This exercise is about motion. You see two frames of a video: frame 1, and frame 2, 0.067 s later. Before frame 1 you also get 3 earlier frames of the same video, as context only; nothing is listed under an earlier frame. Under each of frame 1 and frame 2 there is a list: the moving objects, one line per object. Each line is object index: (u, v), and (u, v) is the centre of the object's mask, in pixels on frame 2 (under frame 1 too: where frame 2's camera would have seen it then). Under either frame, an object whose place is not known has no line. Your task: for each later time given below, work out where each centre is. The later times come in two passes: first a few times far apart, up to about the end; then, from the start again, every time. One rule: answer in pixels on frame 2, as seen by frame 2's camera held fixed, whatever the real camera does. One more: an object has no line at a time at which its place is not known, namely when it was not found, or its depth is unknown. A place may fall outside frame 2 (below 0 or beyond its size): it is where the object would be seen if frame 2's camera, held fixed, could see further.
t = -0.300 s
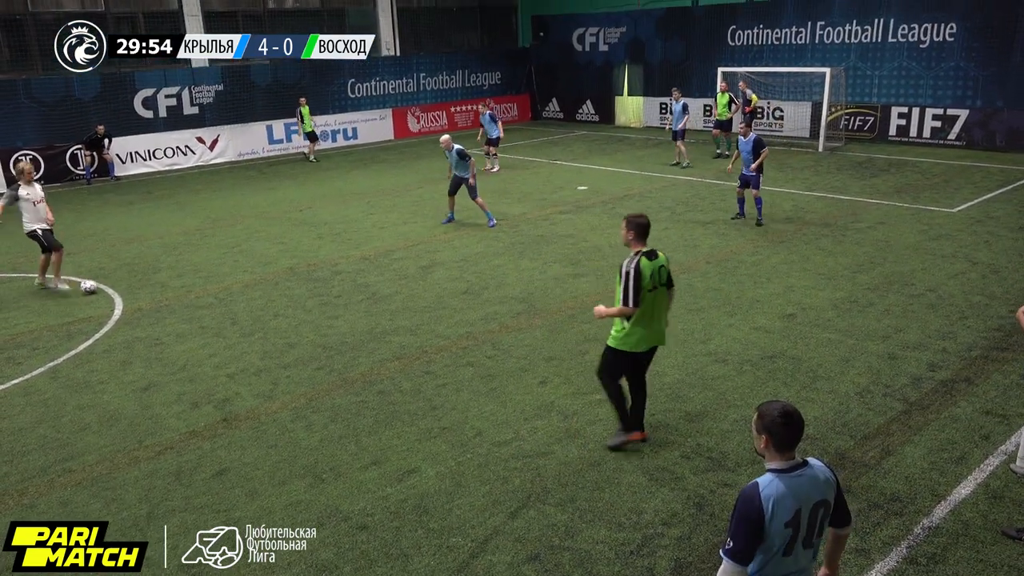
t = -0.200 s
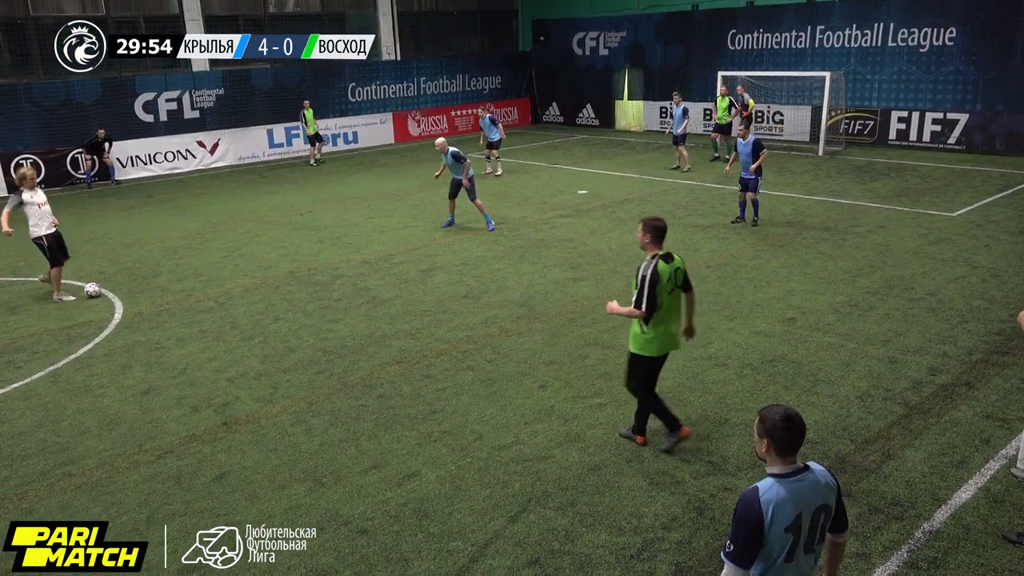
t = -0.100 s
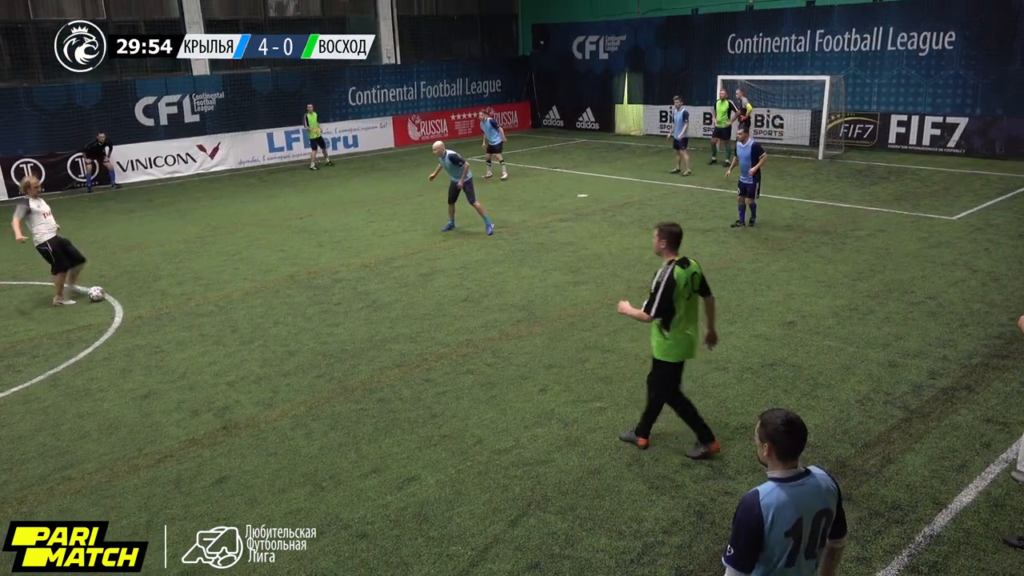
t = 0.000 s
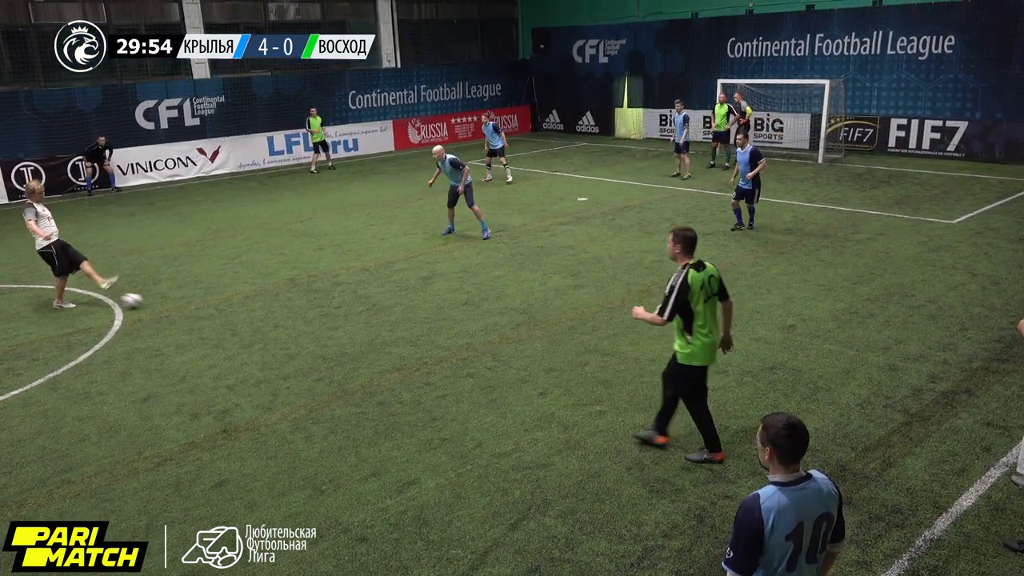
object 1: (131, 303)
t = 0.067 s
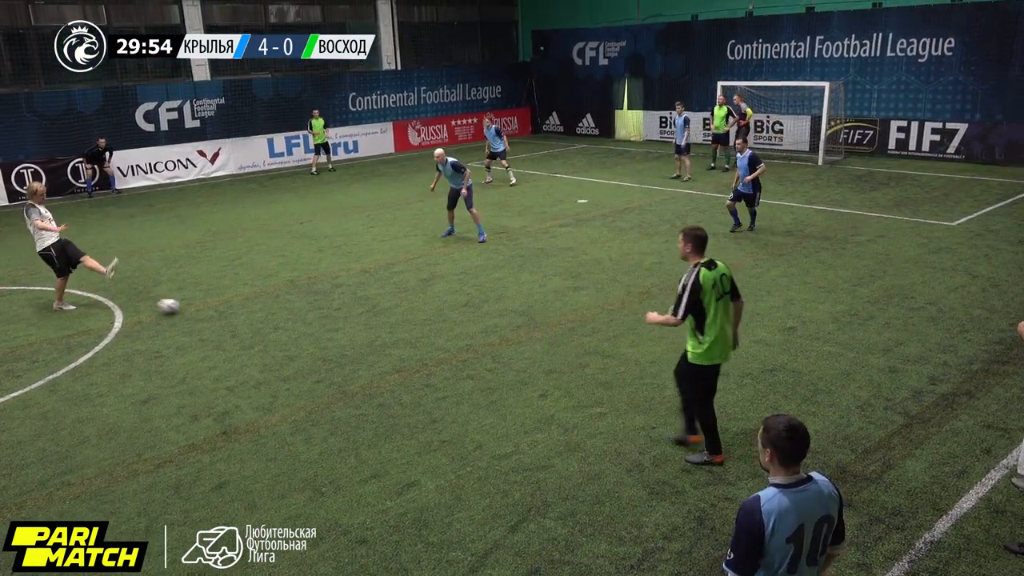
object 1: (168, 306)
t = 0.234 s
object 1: (259, 318)
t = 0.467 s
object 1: (382, 335)
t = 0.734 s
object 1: (528, 356)
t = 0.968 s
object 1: (673, 376)
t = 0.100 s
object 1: (186, 309)
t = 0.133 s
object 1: (206, 312)
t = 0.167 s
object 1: (224, 314)
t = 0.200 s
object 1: (242, 316)
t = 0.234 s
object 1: (259, 318)
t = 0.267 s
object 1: (278, 322)
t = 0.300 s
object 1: (296, 324)
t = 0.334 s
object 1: (312, 326)
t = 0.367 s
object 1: (329, 328)
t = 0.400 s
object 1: (348, 331)
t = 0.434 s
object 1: (364, 333)
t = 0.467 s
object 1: (382, 335)
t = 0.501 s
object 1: (399, 337)
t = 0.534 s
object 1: (416, 341)
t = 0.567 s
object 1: (434, 343)
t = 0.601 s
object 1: (452, 345)
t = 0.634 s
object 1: (470, 347)
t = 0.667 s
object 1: (490, 349)
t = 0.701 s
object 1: (509, 352)
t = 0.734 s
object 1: (528, 356)
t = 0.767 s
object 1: (549, 358)
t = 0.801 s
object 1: (568, 361)
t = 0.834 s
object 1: (588, 364)
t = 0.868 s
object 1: (609, 367)
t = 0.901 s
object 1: (629, 370)
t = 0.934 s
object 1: (651, 373)
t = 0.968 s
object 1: (673, 376)
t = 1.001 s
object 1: (695, 379)
